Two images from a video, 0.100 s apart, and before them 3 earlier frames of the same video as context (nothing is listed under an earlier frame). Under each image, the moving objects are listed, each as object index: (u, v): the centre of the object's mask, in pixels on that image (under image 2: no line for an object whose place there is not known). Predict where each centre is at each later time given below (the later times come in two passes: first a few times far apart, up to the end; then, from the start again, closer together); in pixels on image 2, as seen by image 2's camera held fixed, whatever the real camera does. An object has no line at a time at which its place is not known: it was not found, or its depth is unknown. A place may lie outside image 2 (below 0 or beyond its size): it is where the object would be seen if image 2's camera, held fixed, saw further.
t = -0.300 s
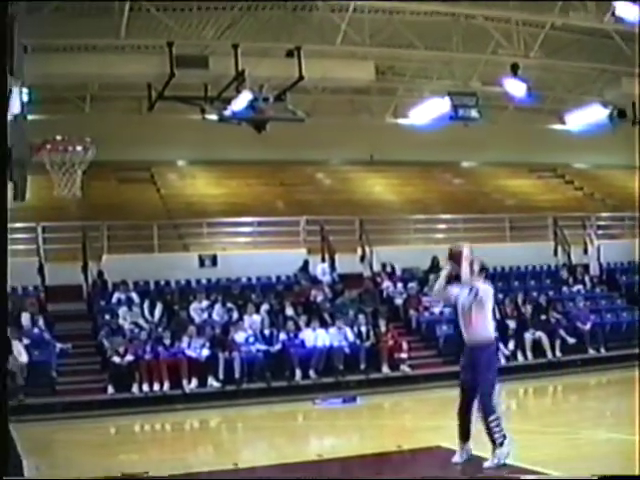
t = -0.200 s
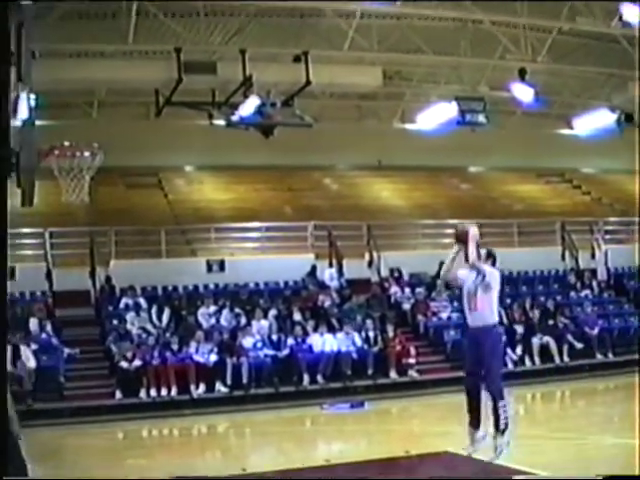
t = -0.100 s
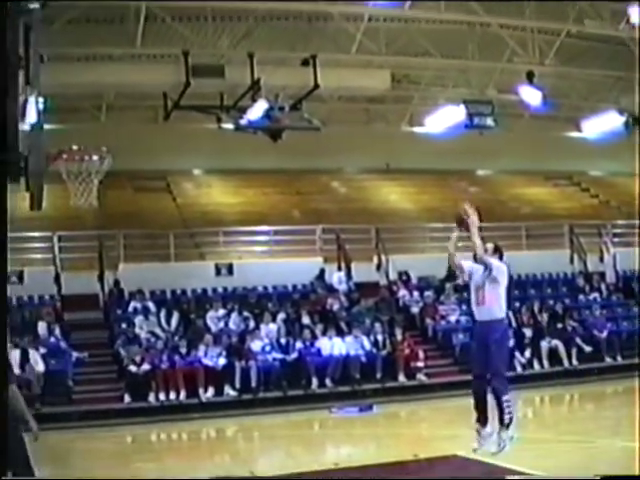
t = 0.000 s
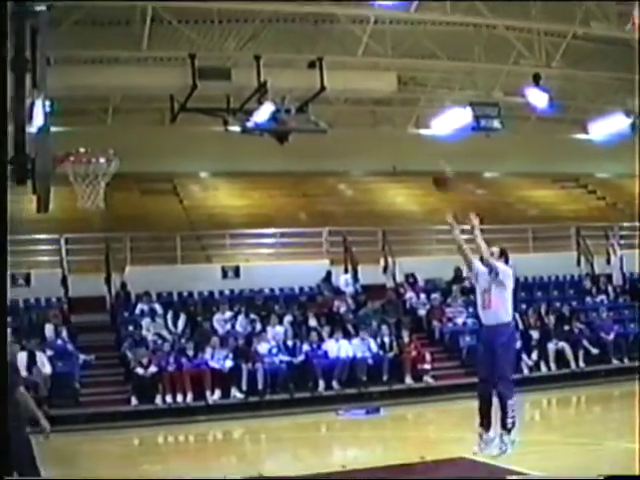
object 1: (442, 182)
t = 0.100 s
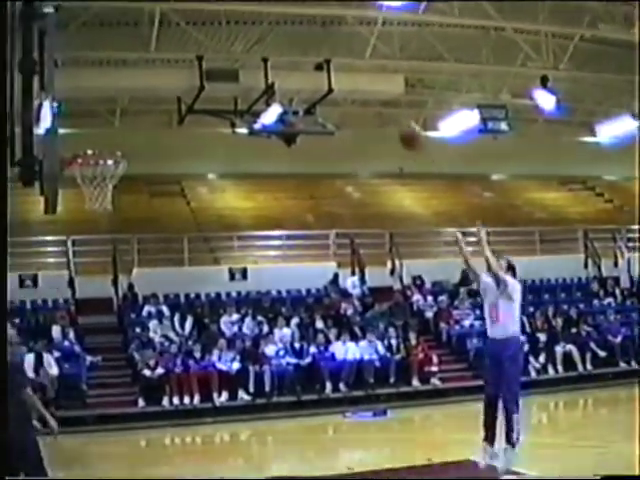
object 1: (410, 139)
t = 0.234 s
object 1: (358, 95)
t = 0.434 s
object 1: (280, 66)
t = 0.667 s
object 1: (182, 84)
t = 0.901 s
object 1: (82, 169)
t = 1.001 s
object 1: (83, 211)
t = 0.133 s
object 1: (398, 125)
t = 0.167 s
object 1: (383, 115)
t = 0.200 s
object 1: (370, 104)
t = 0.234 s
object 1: (358, 95)
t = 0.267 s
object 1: (345, 88)
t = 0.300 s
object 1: (331, 81)
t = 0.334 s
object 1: (320, 75)
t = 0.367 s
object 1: (305, 72)
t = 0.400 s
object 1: (292, 69)
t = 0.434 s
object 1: (280, 66)
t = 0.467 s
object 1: (266, 65)
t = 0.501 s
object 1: (253, 65)
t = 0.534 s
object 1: (241, 66)
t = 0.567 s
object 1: (223, 67)
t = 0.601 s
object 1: (212, 71)
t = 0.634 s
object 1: (198, 77)
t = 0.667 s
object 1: (182, 84)
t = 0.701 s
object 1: (167, 90)
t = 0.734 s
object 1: (155, 99)
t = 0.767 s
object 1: (138, 110)
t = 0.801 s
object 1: (124, 121)
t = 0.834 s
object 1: (110, 135)
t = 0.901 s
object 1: (82, 169)
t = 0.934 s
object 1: (78, 183)
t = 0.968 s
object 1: (82, 199)
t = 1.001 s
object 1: (83, 211)
